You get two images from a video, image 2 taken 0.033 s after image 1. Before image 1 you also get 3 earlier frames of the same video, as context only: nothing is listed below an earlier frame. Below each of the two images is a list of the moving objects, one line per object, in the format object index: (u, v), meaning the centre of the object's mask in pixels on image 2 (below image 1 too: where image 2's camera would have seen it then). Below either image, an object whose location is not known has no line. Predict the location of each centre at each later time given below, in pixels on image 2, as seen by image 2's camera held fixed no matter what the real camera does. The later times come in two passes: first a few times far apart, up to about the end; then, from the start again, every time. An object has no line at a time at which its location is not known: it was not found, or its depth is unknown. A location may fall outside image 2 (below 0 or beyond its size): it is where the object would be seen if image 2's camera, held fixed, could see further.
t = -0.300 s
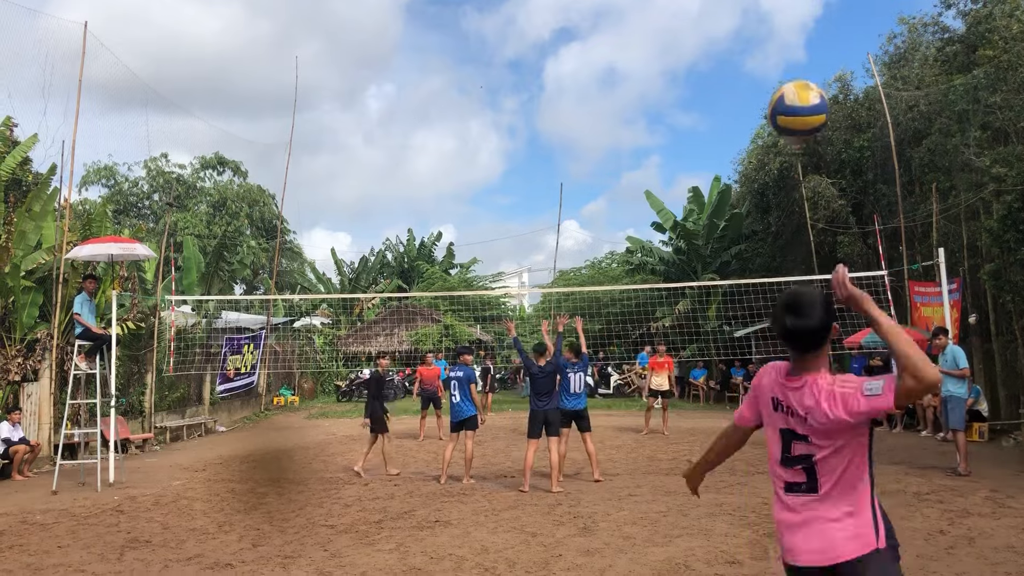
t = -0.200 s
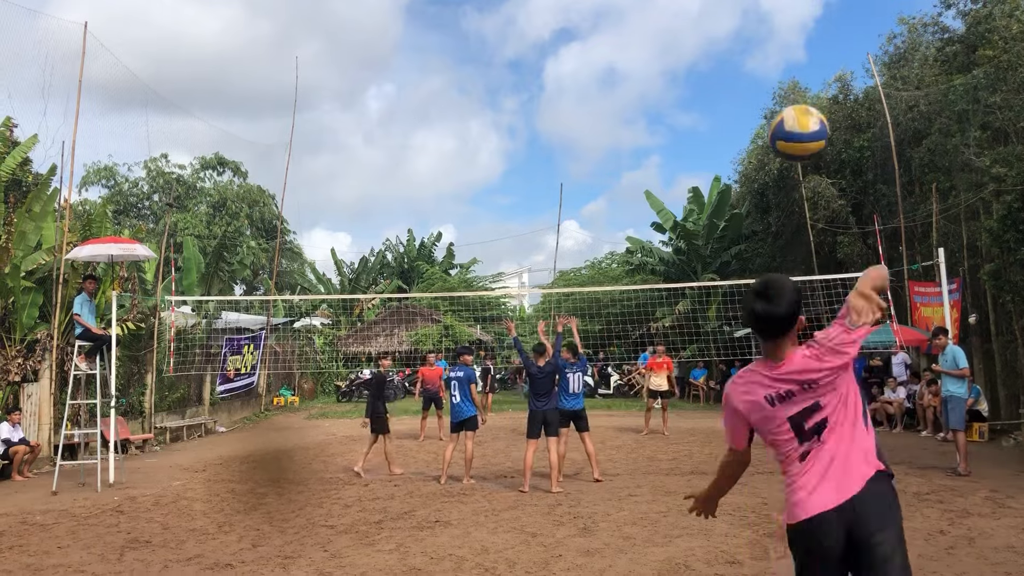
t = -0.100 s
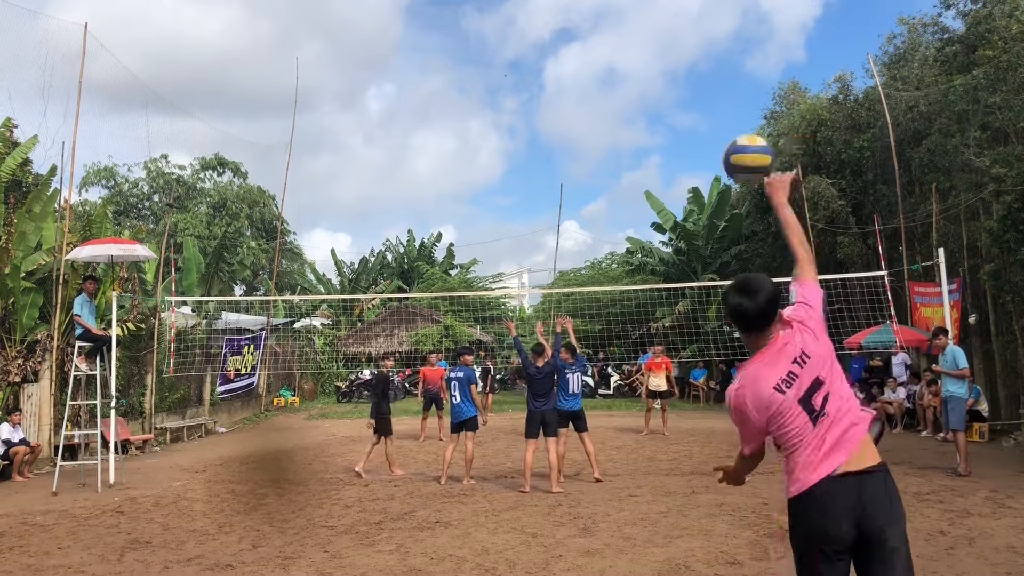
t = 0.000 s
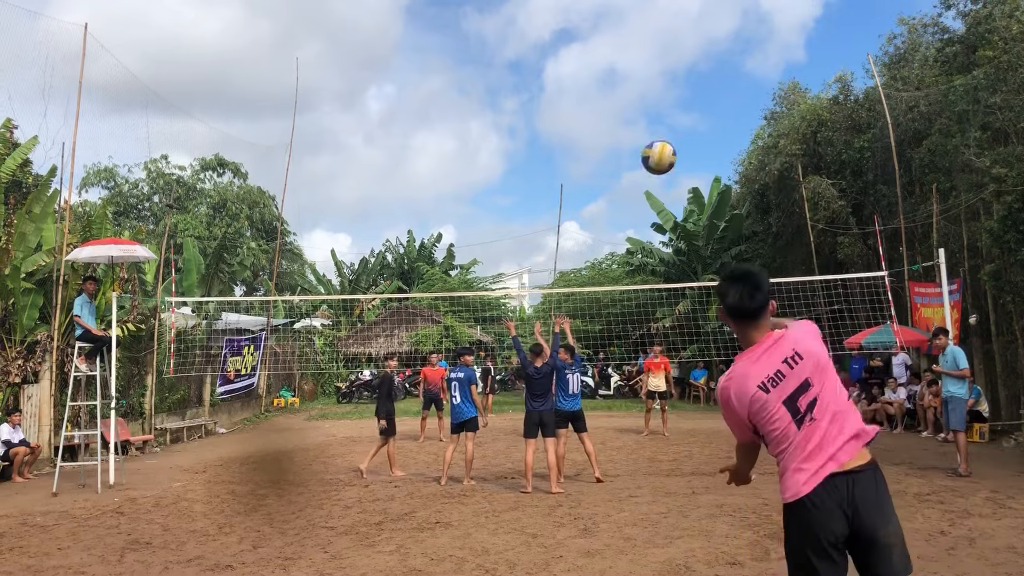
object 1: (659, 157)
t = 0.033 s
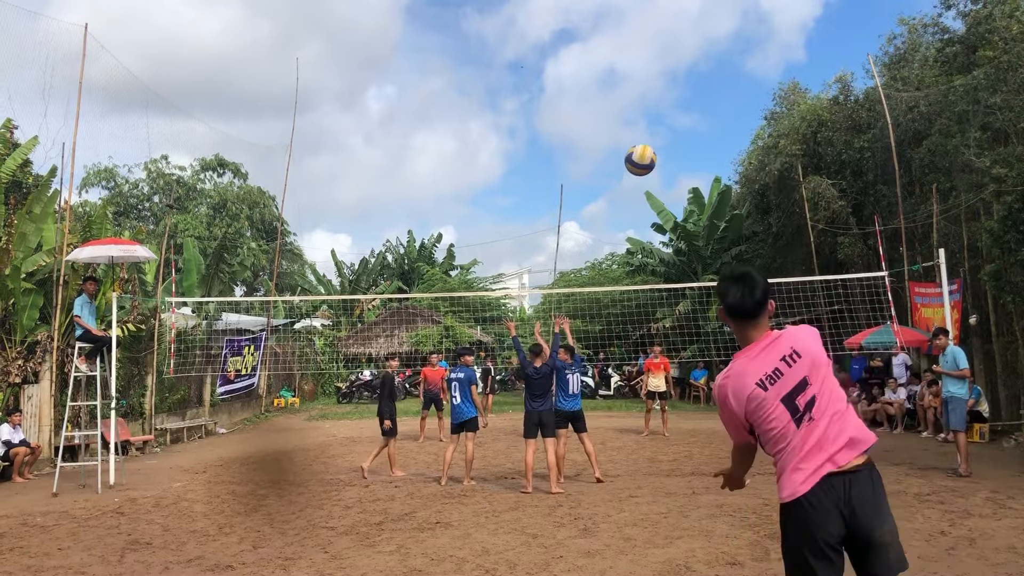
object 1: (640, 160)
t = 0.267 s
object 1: (575, 201)
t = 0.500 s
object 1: (549, 265)
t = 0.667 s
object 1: (540, 310)
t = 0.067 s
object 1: (625, 164)
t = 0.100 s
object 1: (613, 168)
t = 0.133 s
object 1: (603, 174)
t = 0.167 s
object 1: (594, 180)
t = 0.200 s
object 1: (587, 186)
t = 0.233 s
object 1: (581, 194)
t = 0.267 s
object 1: (575, 201)
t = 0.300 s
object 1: (570, 210)
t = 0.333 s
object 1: (566, 219)
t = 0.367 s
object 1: (562, 227)
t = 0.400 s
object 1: (558, 236)
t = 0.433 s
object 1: (554, 245)
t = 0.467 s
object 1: (551, 255)
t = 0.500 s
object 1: (549, 265)
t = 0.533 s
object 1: (547, 274)
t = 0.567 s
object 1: (544, 282)
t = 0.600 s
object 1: (542, 291)
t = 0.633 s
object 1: (541, 301)
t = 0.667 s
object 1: (540, 310)
